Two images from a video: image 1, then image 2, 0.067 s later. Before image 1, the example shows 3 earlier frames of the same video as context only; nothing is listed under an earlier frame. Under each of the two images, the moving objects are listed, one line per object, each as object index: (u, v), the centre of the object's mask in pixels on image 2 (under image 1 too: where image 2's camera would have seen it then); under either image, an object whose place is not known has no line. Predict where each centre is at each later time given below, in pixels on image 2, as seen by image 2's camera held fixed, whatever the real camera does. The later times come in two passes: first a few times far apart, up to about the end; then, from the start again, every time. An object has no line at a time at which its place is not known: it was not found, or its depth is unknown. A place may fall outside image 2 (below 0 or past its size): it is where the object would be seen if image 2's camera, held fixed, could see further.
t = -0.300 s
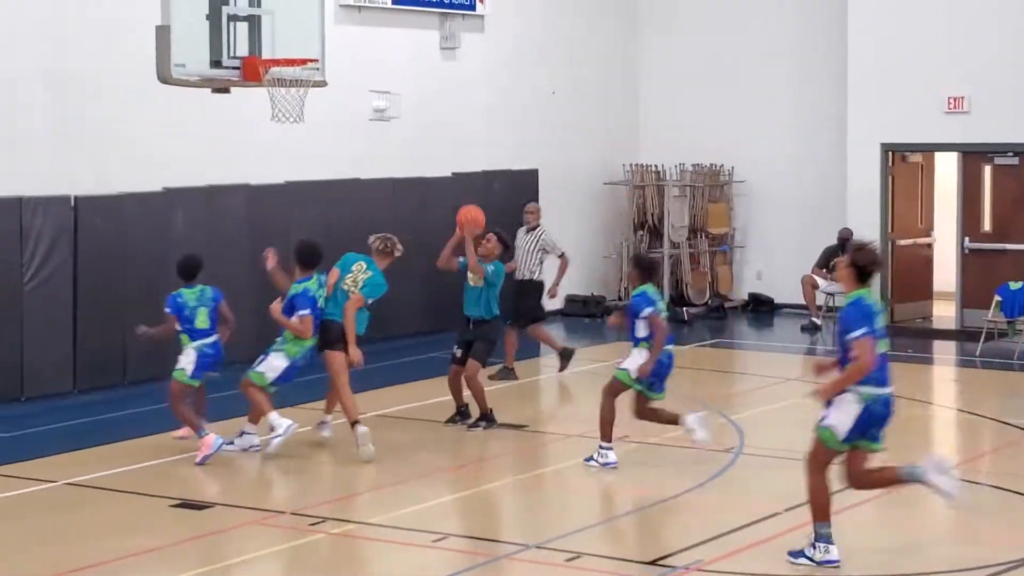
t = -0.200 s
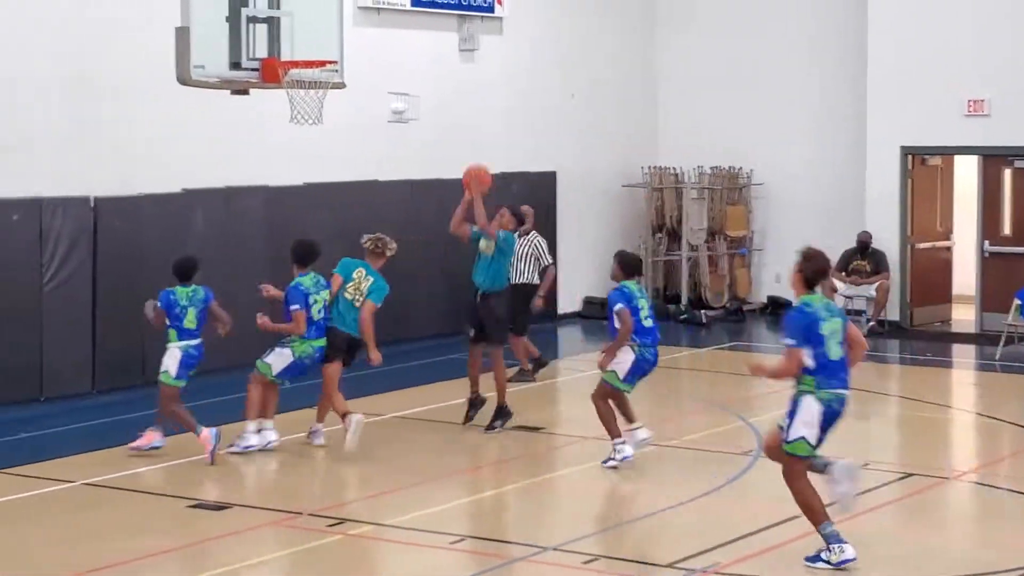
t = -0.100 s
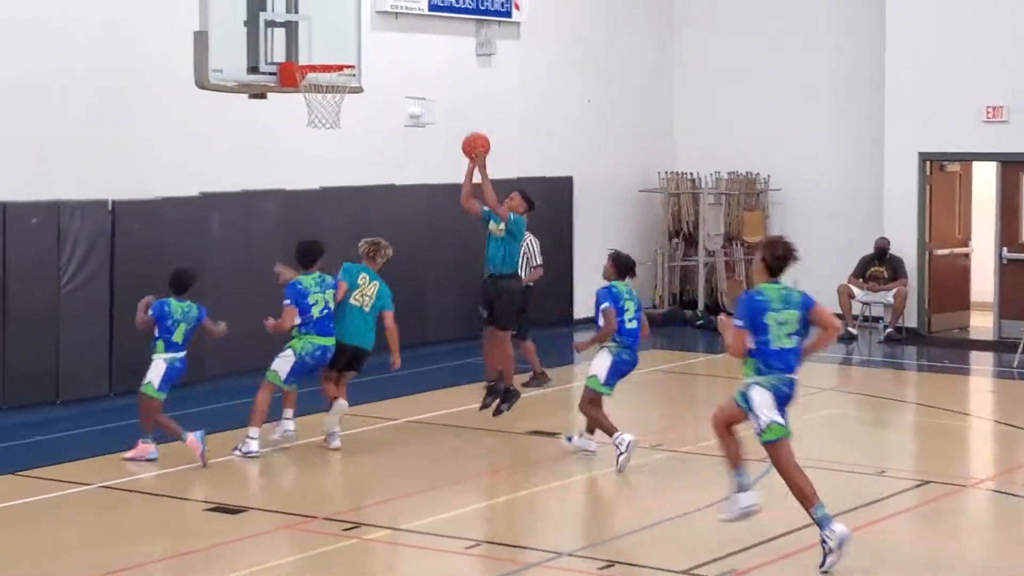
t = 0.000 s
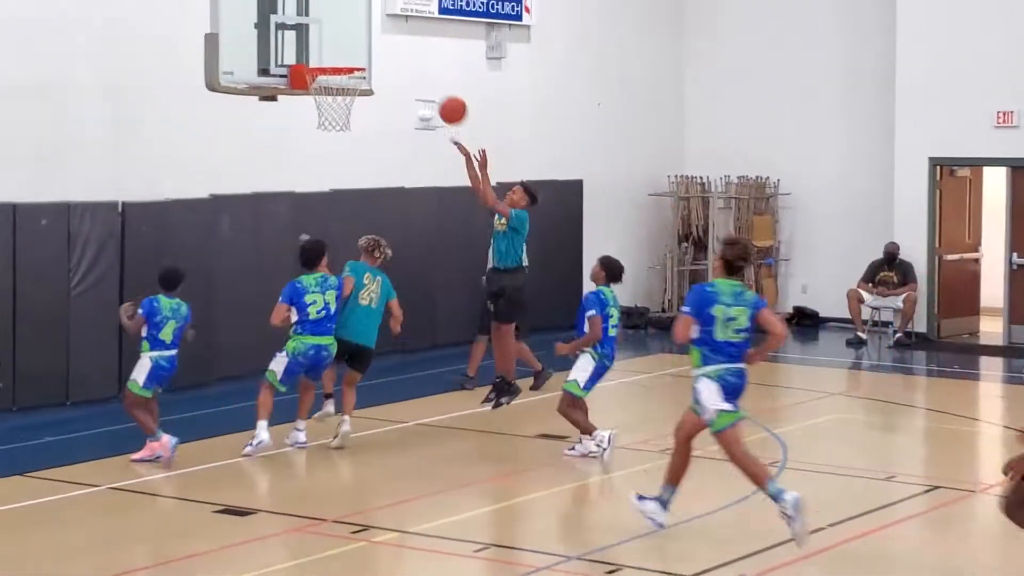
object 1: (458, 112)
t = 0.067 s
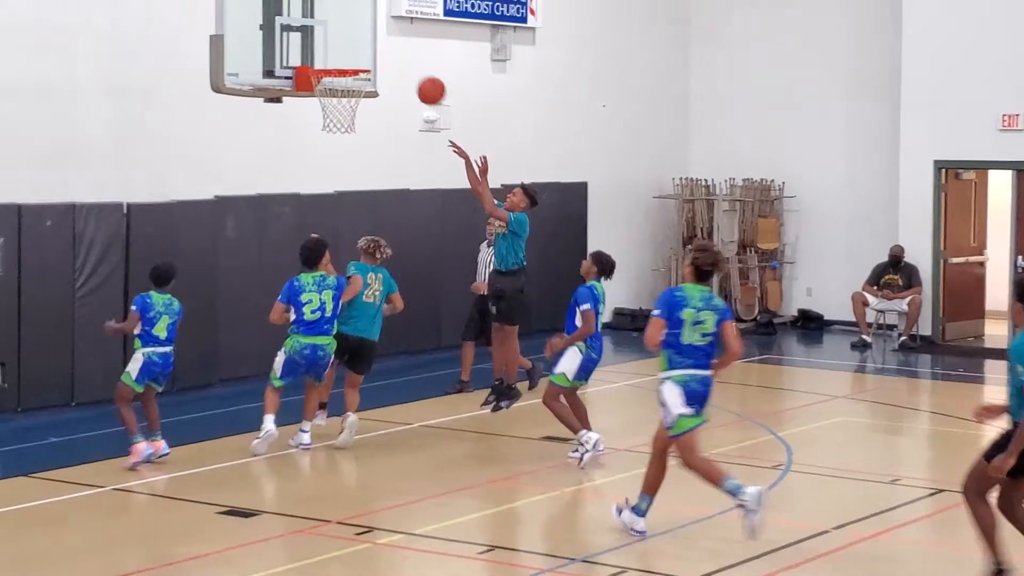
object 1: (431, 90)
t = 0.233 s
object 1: (365, 57)
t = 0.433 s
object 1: (363, 57)
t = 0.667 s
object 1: (406, 71)
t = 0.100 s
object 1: (418, 82)
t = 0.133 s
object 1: (405, 74)
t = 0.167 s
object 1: (392, 68)
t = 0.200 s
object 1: (379, 63)
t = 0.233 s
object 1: (365, 57)
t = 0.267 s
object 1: (352, 56)
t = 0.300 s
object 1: (352, 56)
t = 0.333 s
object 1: (353, 56)
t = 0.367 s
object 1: (354, 58)
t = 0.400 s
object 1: (357, 59)
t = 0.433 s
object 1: (363, 57)
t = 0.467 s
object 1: (369, 55)
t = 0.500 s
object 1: (375, 55)
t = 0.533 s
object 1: (382, 55)
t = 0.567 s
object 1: (388, 57)
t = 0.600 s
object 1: (394, 60)
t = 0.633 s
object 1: (400, 65)
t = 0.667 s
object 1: (406, 71)
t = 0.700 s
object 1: (413, 78)
